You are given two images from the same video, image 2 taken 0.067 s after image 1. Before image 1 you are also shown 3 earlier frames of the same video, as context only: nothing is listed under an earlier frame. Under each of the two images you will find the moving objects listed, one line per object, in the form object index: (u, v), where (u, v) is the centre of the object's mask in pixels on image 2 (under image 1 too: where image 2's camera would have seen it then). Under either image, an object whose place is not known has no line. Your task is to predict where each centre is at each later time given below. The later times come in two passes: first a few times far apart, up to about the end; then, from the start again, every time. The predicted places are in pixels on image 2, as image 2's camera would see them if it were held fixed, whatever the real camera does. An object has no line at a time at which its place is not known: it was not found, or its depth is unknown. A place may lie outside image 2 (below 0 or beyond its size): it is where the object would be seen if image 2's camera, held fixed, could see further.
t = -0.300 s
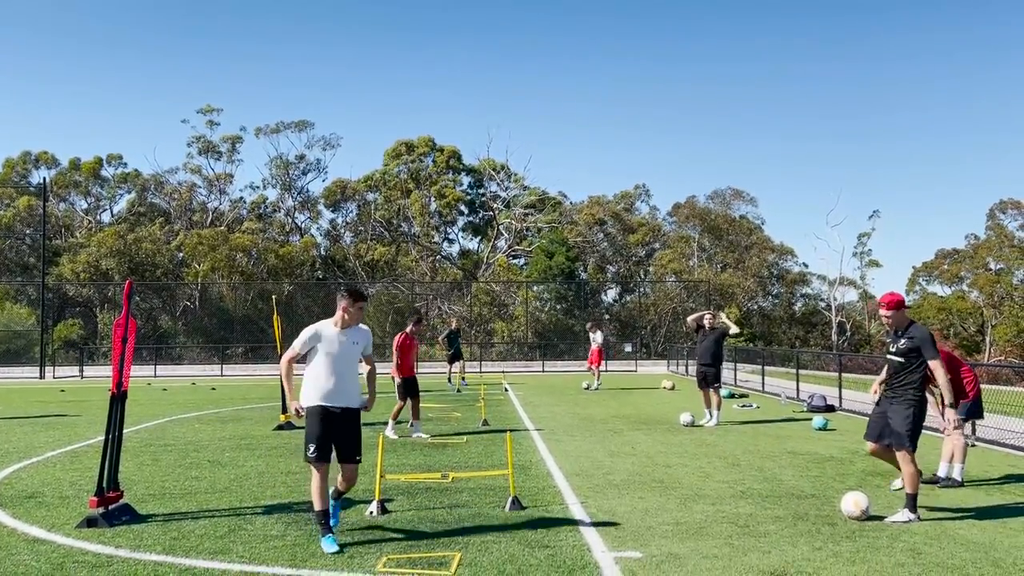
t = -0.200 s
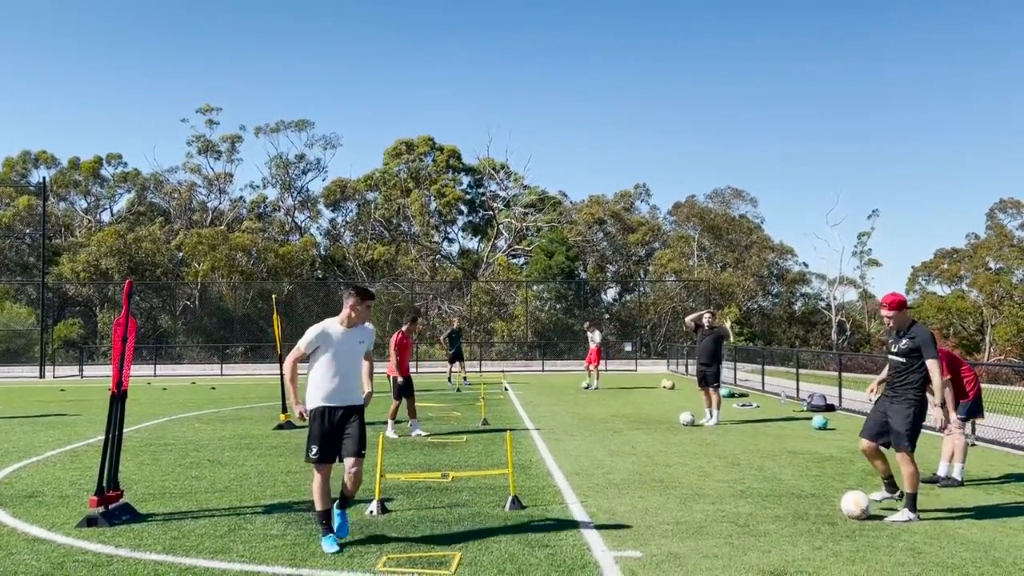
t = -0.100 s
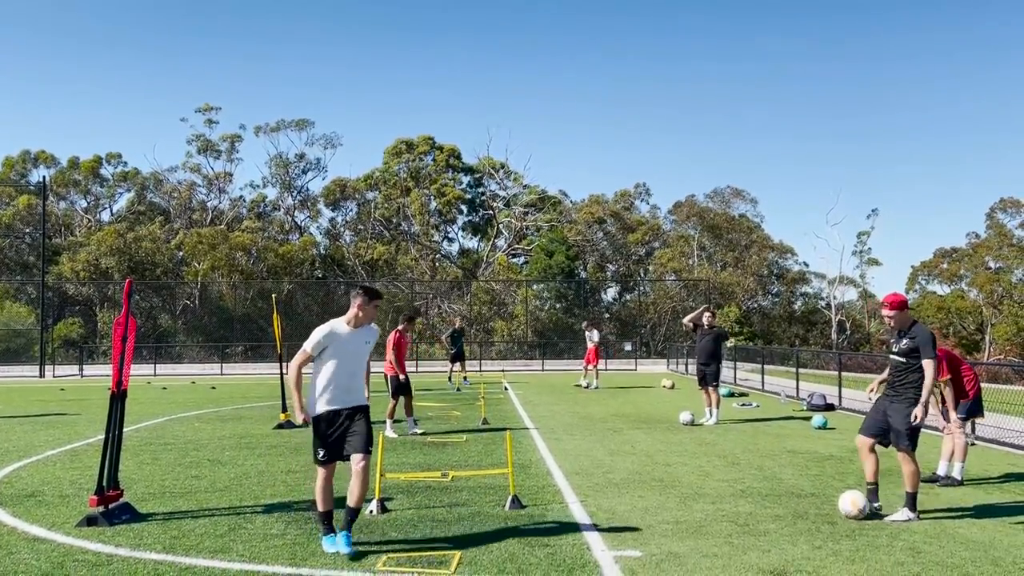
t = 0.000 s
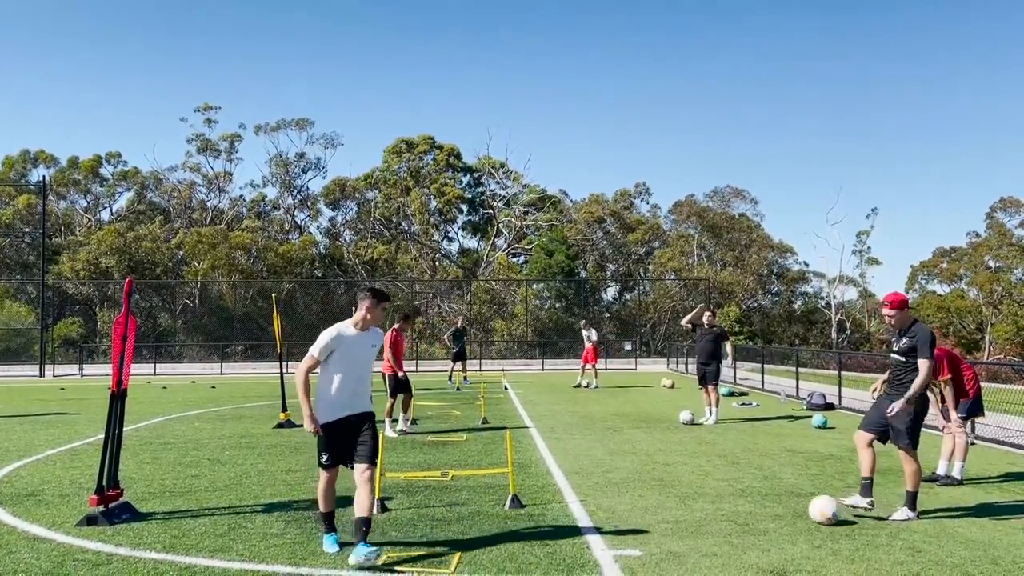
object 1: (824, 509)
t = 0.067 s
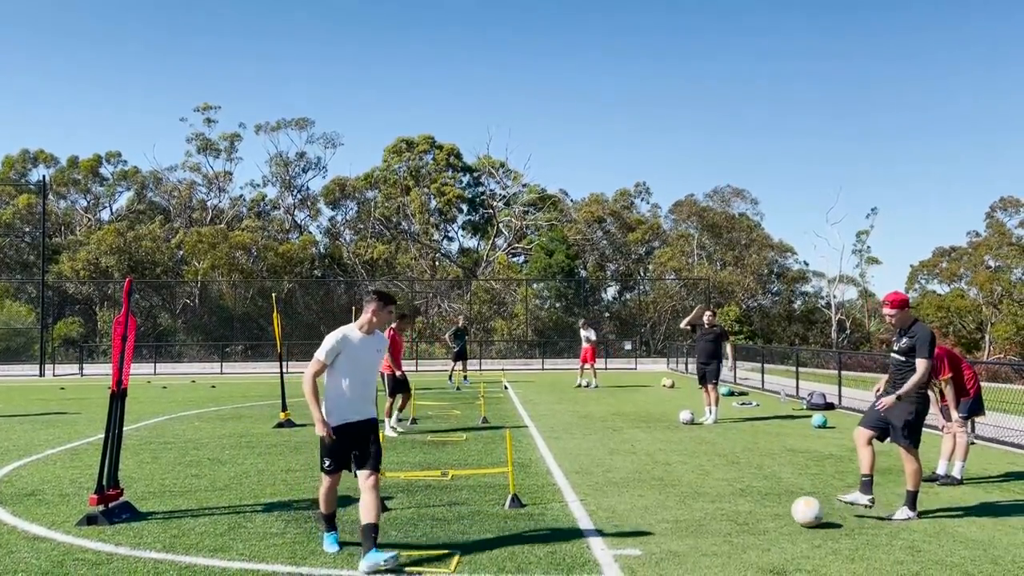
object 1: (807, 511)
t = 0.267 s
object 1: (762, 521)
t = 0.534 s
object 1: (707, 531)
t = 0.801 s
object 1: (653, 541)
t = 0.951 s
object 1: (622, 549)
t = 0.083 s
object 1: (803, 513)
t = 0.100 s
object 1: (799, 514)
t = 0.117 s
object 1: (795, 515)
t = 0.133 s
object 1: (791, 516)
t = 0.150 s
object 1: (787, 516)
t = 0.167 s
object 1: (783, 517)
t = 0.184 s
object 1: (780, 517)
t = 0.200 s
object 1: (777, 518)
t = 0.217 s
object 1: (773, 519)
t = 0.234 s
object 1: (770, 521)
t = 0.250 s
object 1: (766, 521)
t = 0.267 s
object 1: (762, 521)
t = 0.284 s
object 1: (759, 522)
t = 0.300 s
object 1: (755, 523)
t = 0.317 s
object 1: (751, 524)
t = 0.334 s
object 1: (748, 524)
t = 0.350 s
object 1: (744, 525)
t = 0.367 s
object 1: (741, 525)
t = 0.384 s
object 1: (738, 526)
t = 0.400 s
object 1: (734, 527)
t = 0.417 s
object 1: (731, 527)
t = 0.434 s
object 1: (728, 528)
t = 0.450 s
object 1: (724, 528)
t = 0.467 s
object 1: (721, 529)
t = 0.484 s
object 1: (718, 530)
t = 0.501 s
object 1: (714, 531)
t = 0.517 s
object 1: (711, 531)
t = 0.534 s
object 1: (707, 531)
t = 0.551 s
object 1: (704, 532)
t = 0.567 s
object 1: (700, 533)
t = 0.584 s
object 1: (697, 534)
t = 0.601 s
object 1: (694, 535)
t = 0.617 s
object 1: (690, 535)
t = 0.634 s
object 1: (687, 535)
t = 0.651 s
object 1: (683, 536)
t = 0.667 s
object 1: (680, 537)
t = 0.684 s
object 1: (676, 538)
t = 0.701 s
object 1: (672, 538)
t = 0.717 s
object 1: (669, 539)
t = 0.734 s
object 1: (666, 539)
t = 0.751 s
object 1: (663, 539)
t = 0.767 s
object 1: (659, 540)
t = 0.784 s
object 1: (656, 541)
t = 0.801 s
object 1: (653, 541)
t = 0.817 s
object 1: (649, 542)
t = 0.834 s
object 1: (646, 543)
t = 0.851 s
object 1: (642, 543)
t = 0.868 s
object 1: (638, 543)
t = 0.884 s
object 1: (635, 544)
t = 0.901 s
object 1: (632, 546)
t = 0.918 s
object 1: (629, 546)
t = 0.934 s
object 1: (625, 547)
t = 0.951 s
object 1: (622, 549)
